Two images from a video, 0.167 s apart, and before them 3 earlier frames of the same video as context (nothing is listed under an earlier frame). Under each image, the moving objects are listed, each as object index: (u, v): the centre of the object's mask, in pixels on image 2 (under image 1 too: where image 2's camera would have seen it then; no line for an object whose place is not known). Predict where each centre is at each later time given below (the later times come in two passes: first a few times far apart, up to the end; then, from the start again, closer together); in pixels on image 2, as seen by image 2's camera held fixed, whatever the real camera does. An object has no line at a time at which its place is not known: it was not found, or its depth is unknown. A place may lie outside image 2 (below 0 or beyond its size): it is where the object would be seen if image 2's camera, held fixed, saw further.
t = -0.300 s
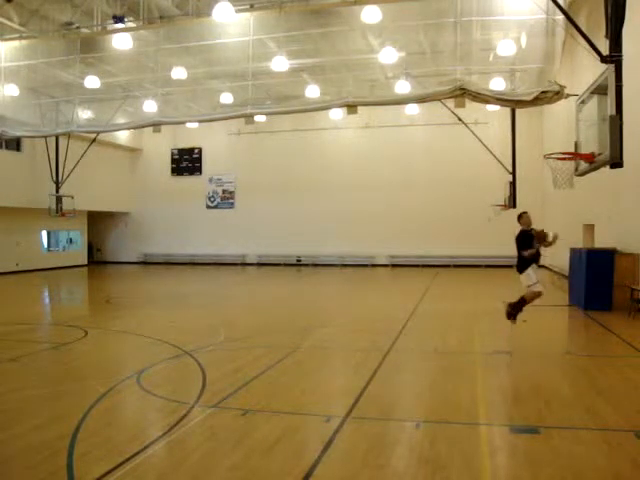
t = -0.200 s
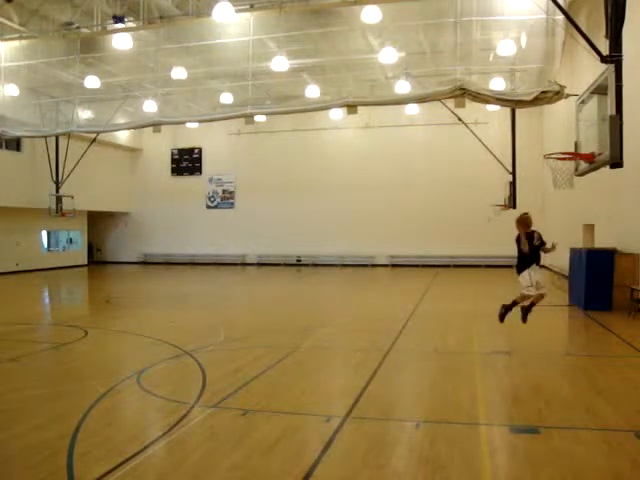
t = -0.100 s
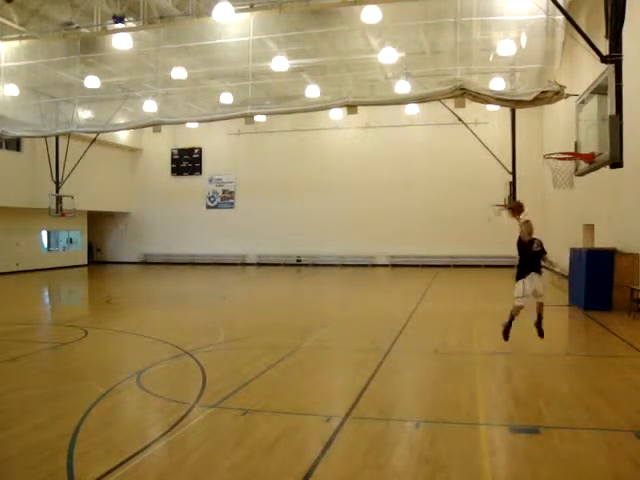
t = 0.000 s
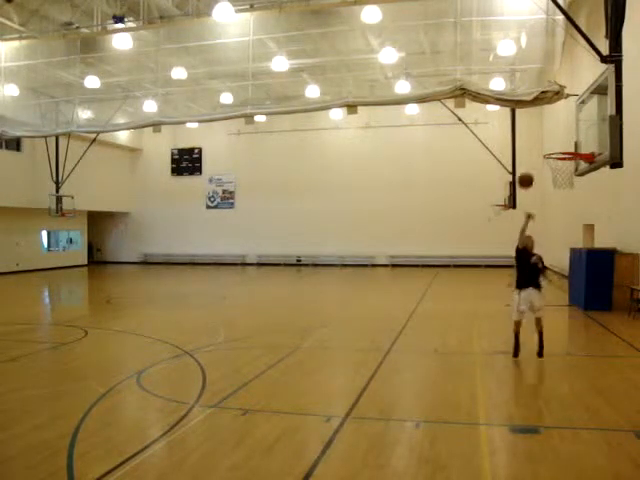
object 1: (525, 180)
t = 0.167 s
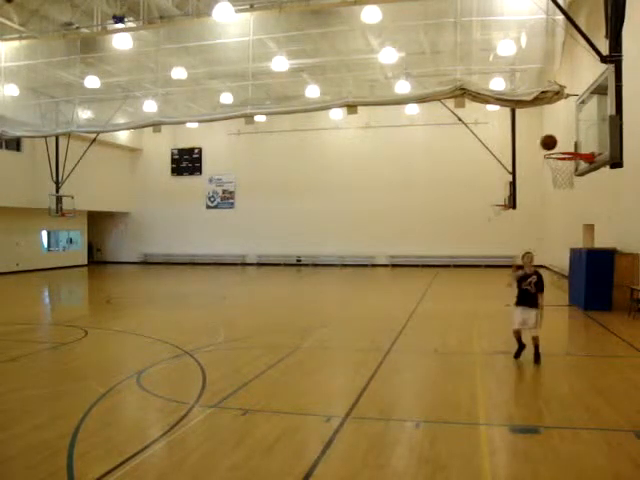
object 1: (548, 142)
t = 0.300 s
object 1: (568, 123)
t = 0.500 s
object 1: (566, 129)
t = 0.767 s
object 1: (557, 179)
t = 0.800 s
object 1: (559, 186)
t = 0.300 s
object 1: (568, 123)
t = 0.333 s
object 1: (573, 121)
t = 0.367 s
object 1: (578, 119)
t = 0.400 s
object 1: (575, 120)
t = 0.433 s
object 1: (572, 122)
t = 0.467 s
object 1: (569, 125)
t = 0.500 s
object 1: (566, 129)
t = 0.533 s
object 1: (563, 134)
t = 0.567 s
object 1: (560, 139)
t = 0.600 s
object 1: (557, 145)
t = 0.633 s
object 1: (554, 152)
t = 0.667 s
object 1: (553, 159)
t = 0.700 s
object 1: (554, 166)
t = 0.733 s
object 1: (556, 173)
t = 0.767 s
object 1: (557, 179)
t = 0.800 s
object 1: (559, 186)
